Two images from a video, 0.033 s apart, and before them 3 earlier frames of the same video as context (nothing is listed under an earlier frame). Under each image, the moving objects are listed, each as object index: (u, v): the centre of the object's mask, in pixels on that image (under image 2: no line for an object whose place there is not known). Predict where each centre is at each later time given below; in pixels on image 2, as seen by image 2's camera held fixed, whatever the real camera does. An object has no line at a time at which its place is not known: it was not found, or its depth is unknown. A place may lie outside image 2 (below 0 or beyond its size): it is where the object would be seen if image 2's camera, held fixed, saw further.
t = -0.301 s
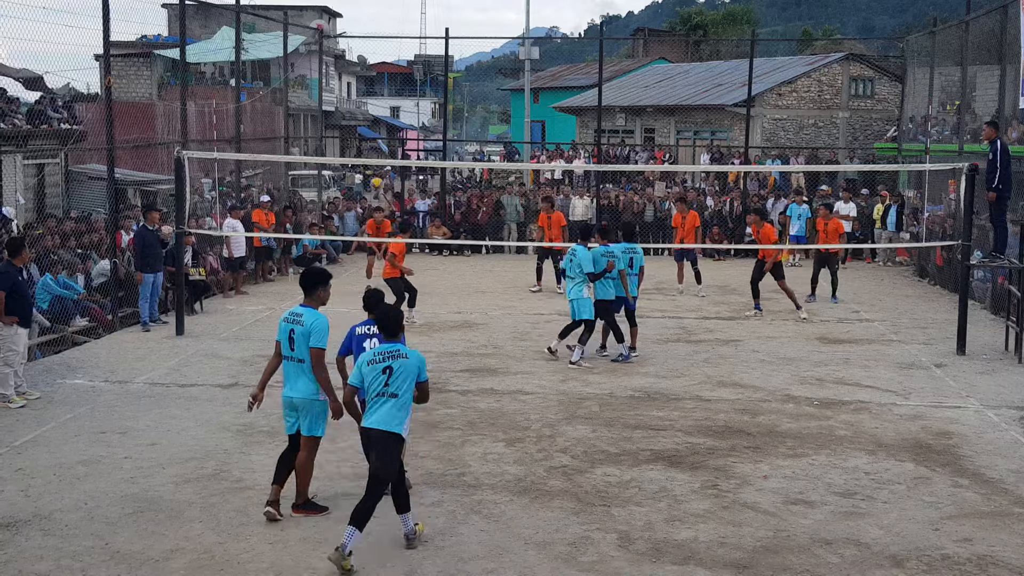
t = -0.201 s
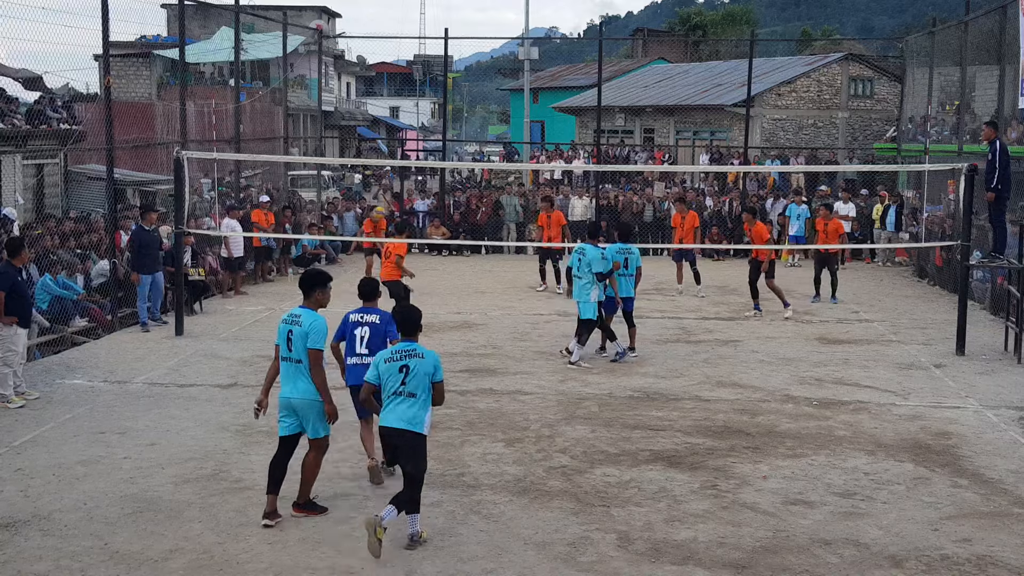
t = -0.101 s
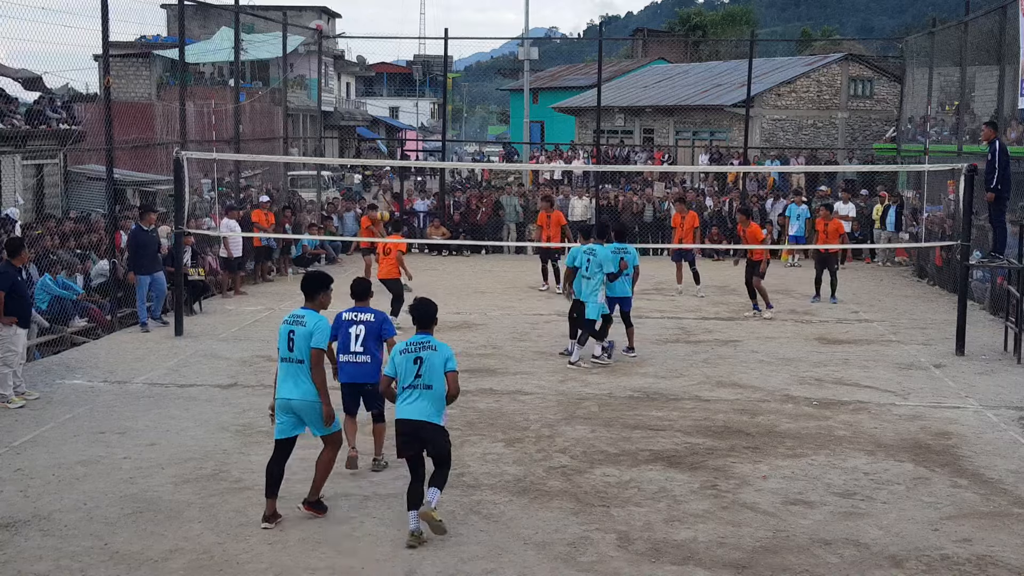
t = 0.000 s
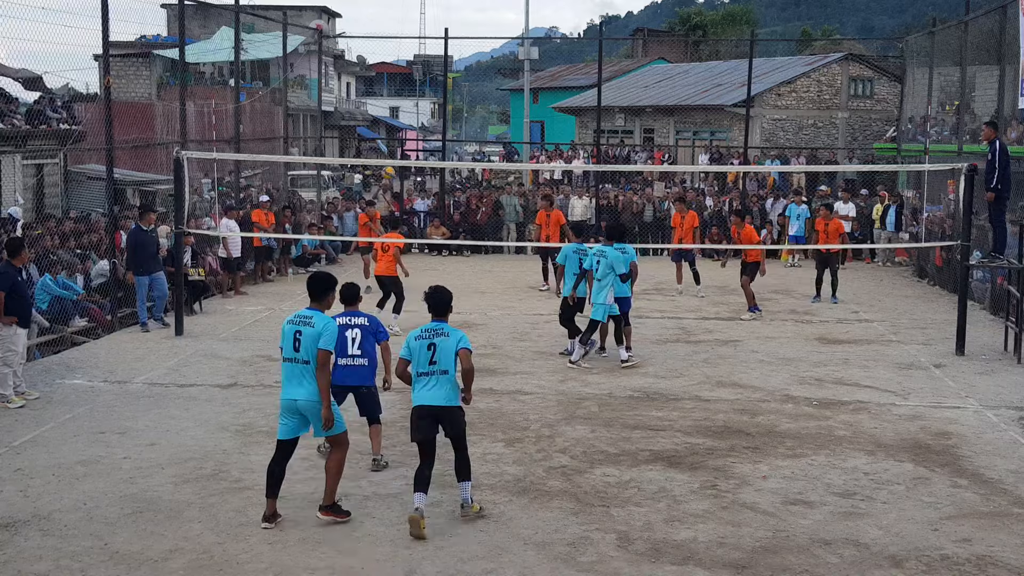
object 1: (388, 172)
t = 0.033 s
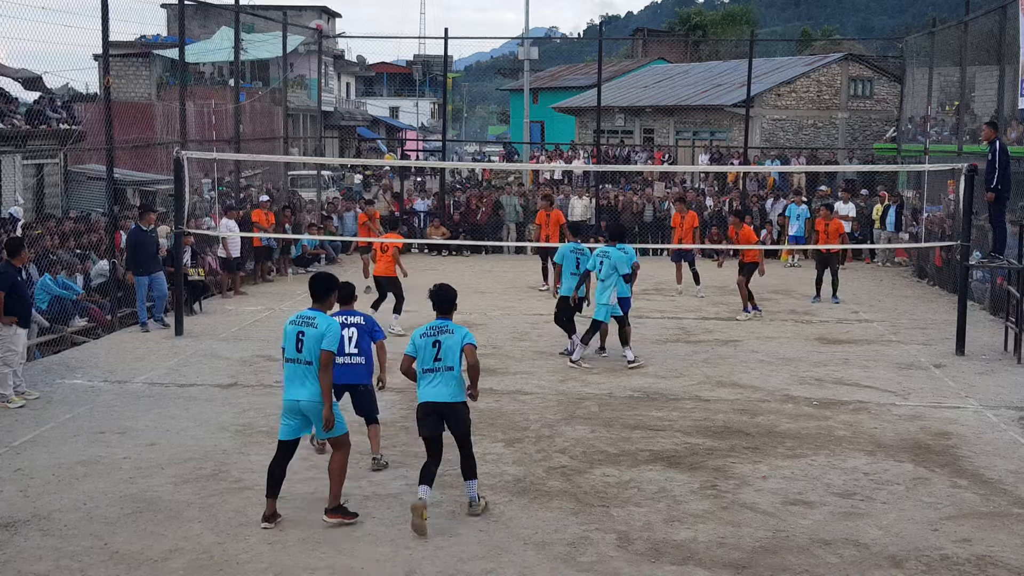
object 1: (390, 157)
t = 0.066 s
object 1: (392, 147)
